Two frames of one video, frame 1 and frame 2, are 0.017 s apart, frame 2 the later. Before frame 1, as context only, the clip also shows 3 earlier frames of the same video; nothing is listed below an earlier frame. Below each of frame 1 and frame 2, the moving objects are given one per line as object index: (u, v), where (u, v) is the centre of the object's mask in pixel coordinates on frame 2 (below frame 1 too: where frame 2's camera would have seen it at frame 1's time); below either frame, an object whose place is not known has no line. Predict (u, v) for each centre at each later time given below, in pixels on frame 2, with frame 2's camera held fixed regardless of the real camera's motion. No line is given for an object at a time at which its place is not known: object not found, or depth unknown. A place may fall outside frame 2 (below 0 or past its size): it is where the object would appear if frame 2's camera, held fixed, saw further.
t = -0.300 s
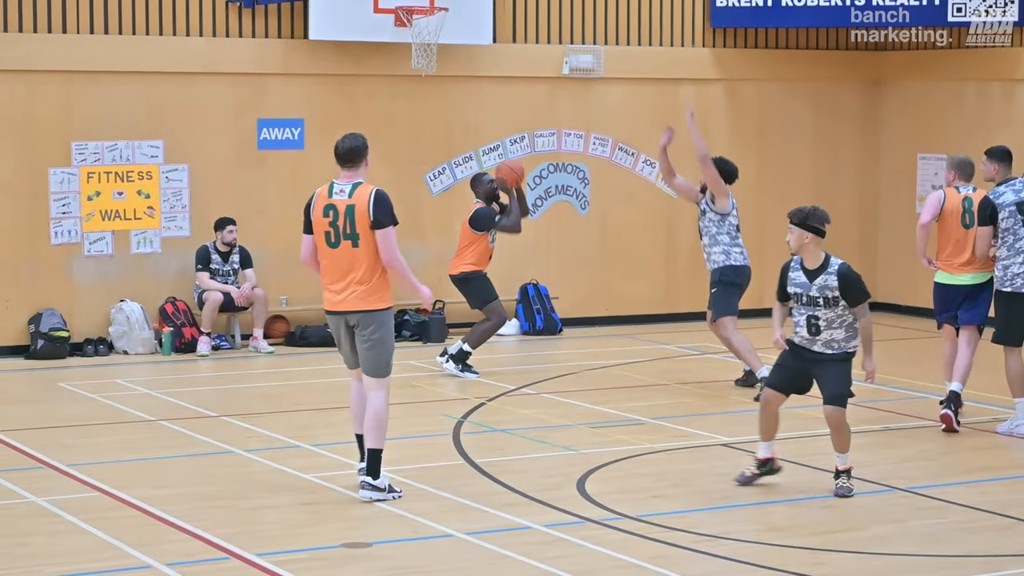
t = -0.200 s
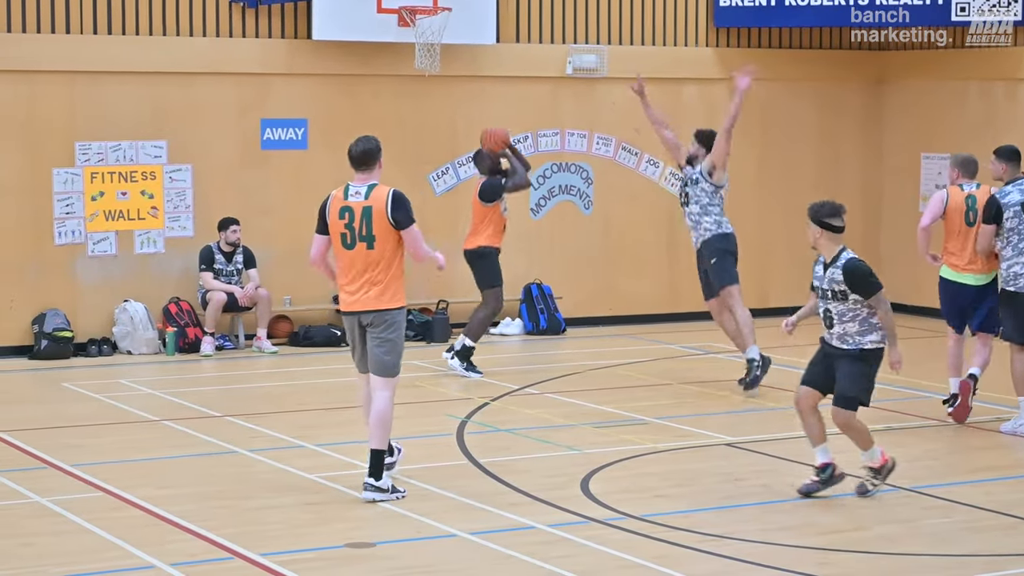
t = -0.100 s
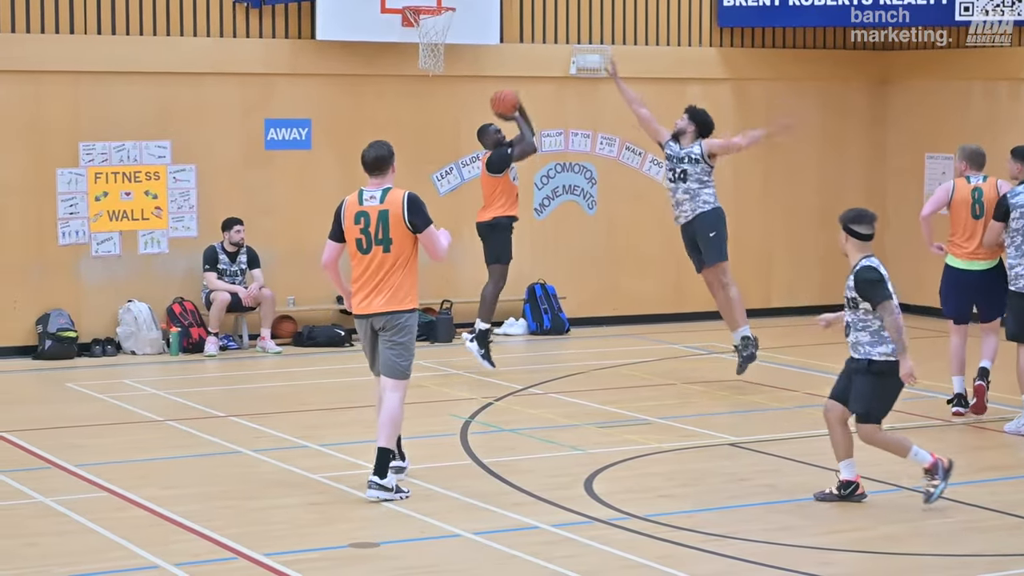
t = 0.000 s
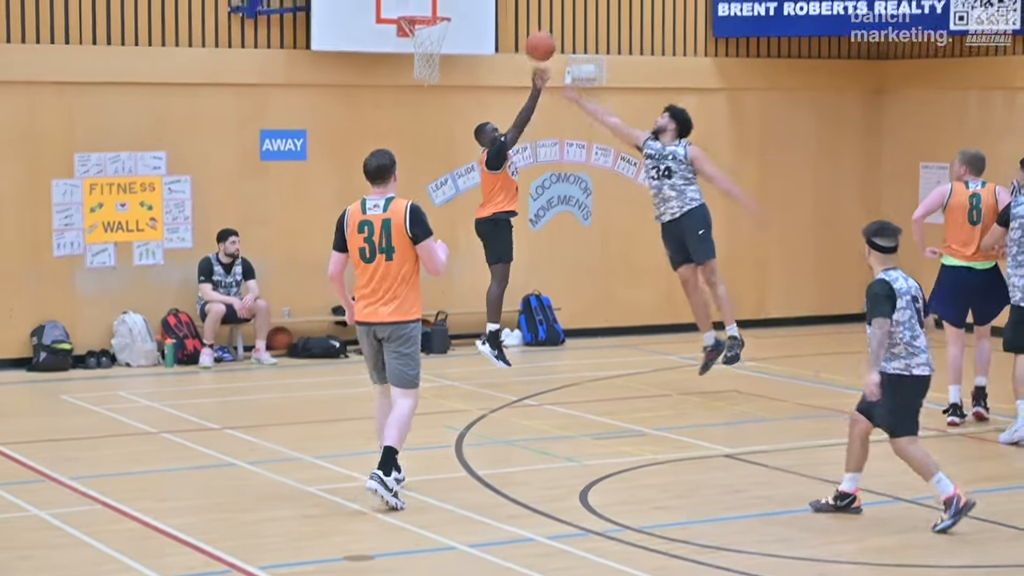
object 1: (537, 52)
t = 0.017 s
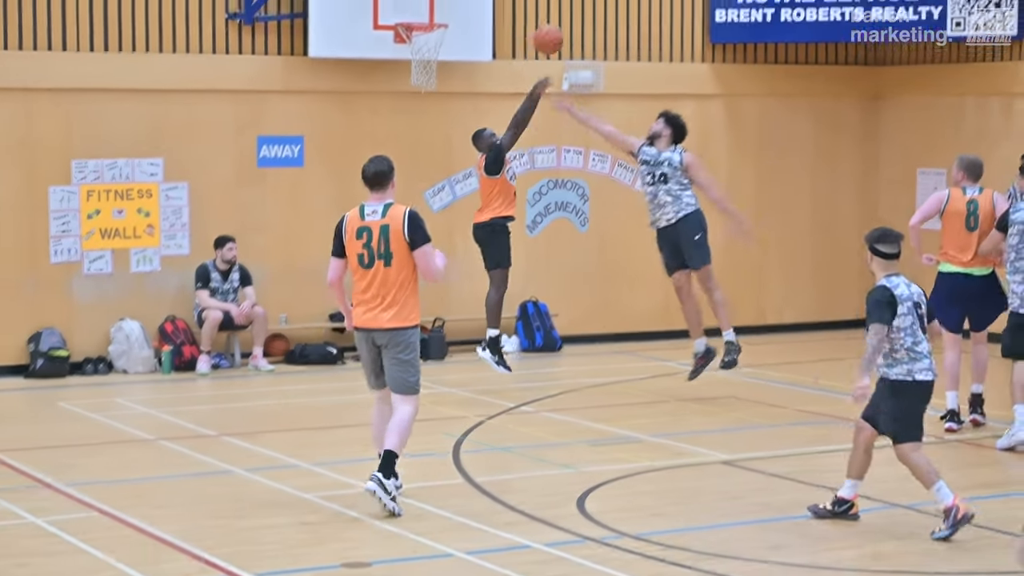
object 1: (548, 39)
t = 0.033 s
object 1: (559, 26)
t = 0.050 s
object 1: (571, 13)
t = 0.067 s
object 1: (582, 1)
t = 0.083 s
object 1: (594, -12)
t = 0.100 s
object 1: (605, -25)
